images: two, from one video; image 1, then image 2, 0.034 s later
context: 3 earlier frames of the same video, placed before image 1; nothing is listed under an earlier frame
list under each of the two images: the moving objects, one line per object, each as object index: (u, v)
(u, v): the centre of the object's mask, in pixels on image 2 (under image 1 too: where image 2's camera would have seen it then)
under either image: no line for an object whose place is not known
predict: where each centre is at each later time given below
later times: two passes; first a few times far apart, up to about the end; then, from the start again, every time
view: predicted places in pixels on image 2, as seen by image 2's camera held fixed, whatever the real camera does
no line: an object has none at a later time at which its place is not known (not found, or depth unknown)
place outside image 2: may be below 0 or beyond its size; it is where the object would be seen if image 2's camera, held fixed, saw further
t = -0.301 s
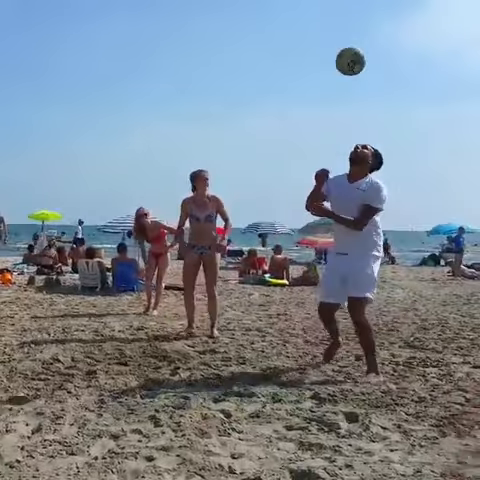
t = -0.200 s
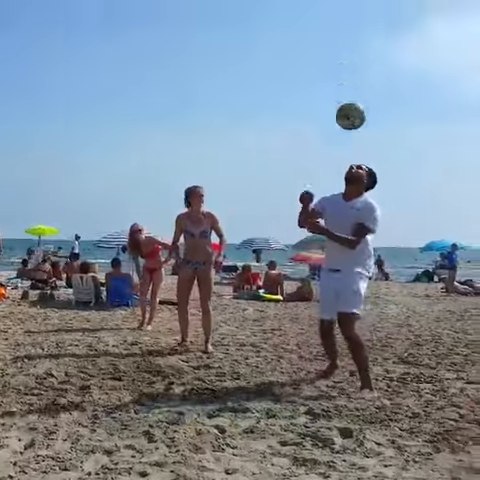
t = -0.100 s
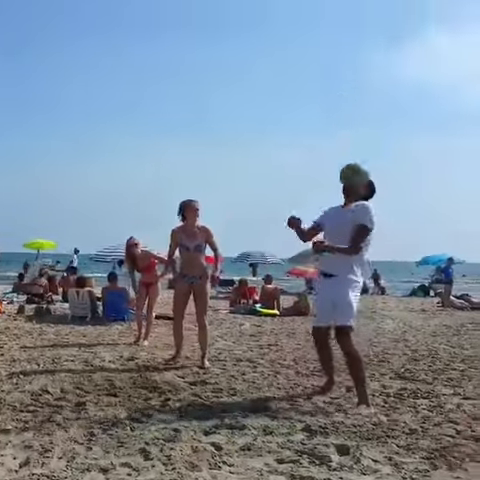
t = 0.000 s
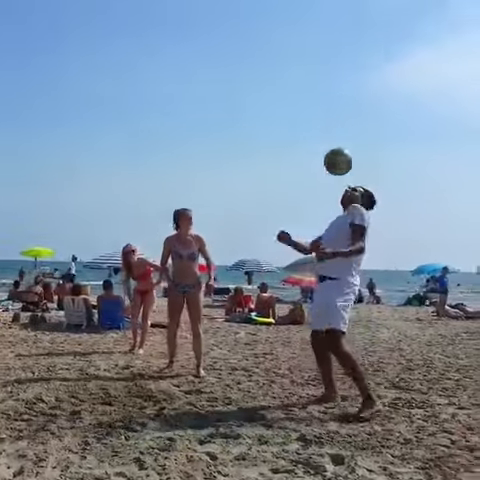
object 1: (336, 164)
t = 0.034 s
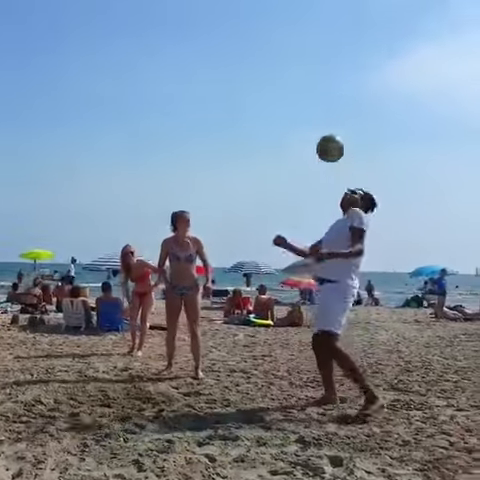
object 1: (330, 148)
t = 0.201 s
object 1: (302, 98)
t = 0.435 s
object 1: (268, 86)
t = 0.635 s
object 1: (244, 121)
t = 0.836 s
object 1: (226, 188)
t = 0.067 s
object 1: (324, 135)
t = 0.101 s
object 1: (318, 123)
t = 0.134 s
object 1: (313, 113)
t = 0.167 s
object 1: (307, 105)
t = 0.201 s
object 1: (302, 98)
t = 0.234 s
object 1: (297, 92)
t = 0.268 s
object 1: (292, 88)
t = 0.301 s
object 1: (287, 86)
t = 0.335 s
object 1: (282, 84)
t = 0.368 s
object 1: (277, 84)
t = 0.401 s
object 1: (272, 85)
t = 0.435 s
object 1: (268, 86)
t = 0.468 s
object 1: (264, 89)
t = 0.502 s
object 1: (260, 94)
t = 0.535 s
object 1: (255, 99)
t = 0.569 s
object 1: (251, 105)
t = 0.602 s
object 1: (247, 113)
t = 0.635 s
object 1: (244, 121)
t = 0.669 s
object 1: (241, 129)
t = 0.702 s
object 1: (238, 140)
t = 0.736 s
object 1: (236, 151)
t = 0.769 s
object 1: (233, 162)
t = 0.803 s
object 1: (229, 175)
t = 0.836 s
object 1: (226, 188)
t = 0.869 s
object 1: (223, 201)
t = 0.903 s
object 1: (220, 217)
